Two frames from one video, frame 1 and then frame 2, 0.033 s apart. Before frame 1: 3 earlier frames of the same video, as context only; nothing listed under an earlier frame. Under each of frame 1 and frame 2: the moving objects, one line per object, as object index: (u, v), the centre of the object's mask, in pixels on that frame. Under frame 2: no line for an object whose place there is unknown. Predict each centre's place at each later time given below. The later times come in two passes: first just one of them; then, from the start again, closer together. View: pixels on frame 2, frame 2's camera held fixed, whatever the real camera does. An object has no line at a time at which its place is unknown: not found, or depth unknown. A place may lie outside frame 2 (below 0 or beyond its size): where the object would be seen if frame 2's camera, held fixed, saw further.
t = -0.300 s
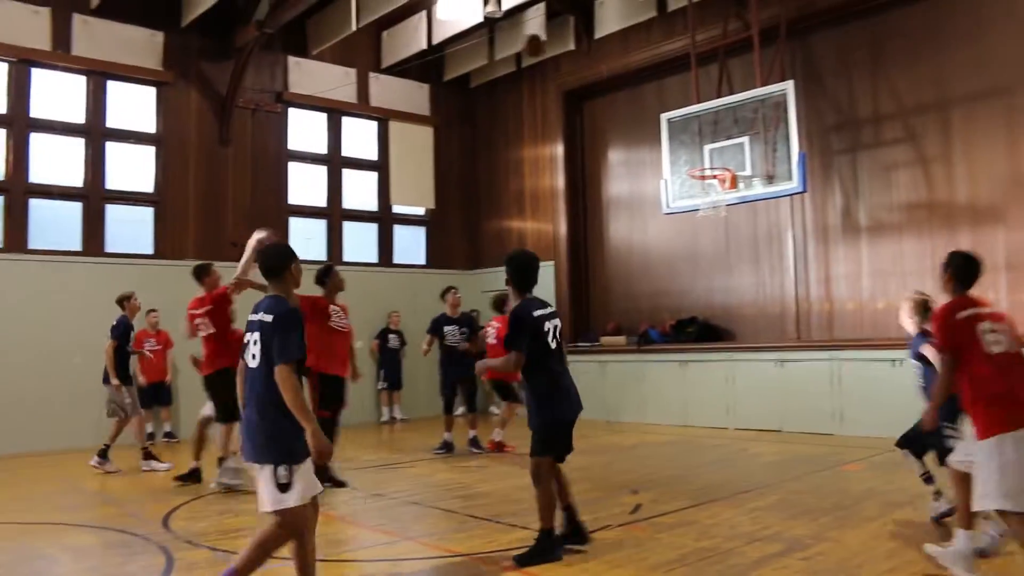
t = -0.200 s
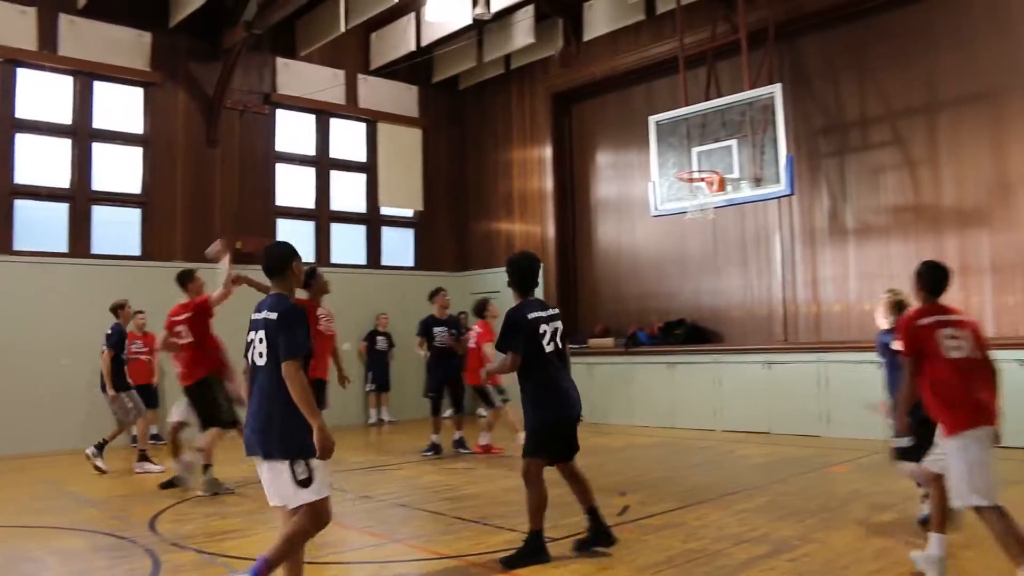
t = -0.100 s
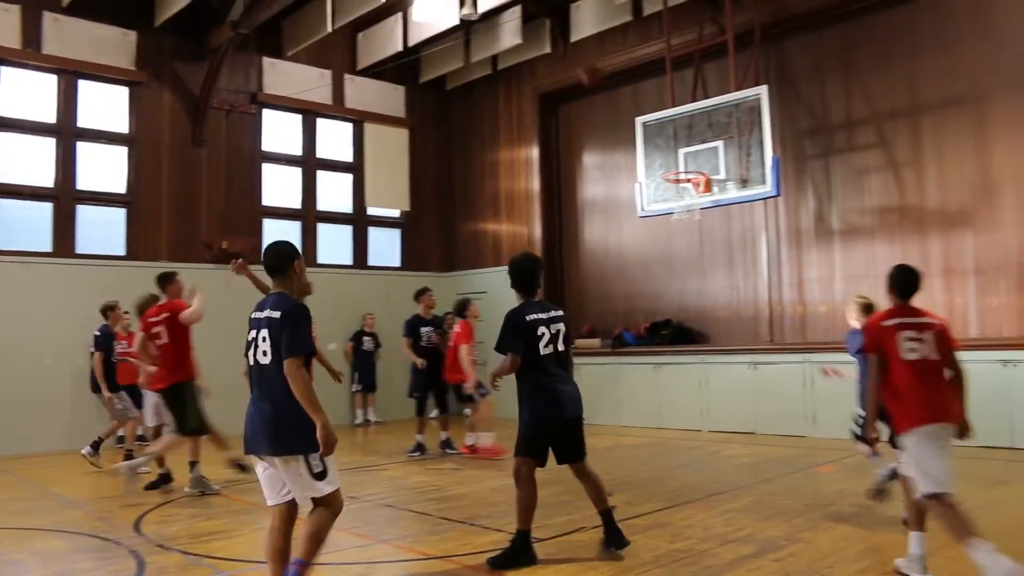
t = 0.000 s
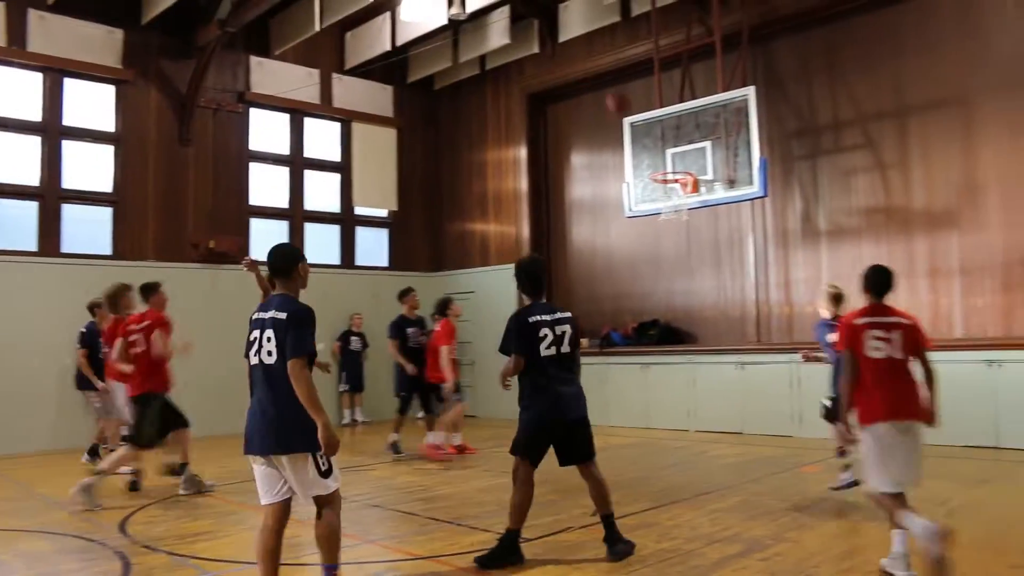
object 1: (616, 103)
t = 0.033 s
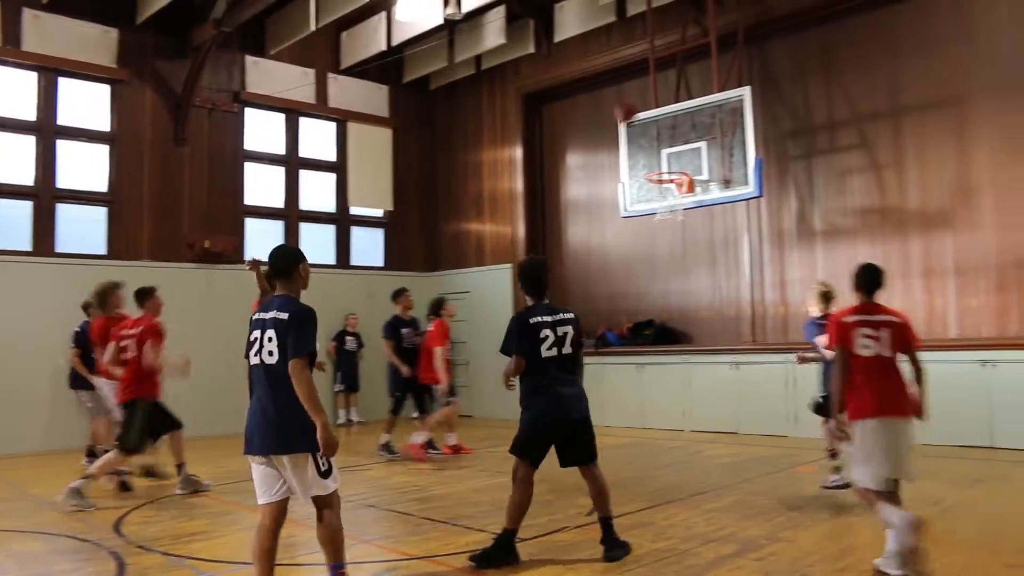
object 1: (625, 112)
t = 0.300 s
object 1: (647, 158)
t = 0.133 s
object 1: (659, 148)
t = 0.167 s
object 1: (671, 163)
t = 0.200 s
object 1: (671, 167)
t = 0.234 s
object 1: (663, 167)
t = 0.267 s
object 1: (655, 165)
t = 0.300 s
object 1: (647, 158)
